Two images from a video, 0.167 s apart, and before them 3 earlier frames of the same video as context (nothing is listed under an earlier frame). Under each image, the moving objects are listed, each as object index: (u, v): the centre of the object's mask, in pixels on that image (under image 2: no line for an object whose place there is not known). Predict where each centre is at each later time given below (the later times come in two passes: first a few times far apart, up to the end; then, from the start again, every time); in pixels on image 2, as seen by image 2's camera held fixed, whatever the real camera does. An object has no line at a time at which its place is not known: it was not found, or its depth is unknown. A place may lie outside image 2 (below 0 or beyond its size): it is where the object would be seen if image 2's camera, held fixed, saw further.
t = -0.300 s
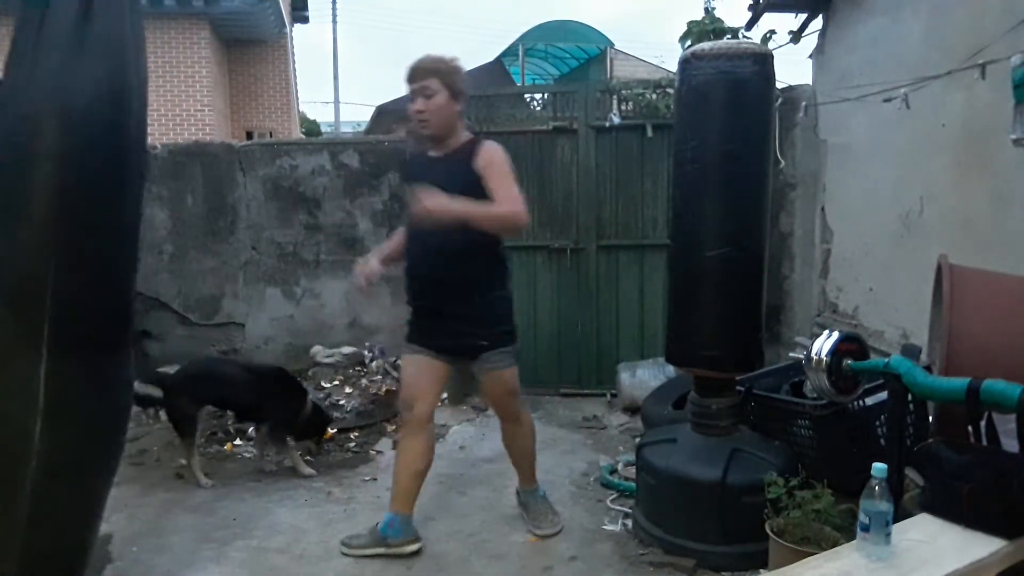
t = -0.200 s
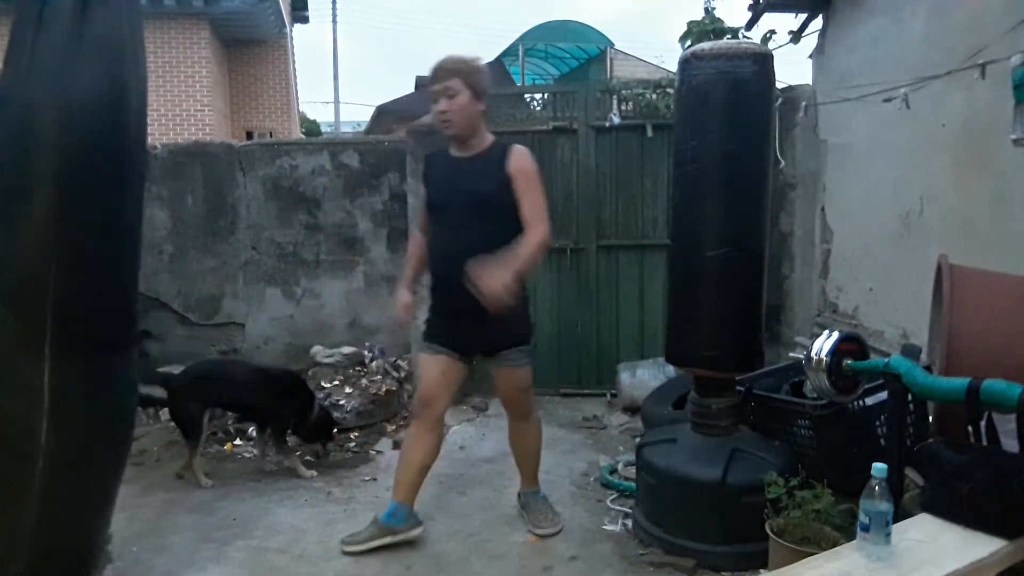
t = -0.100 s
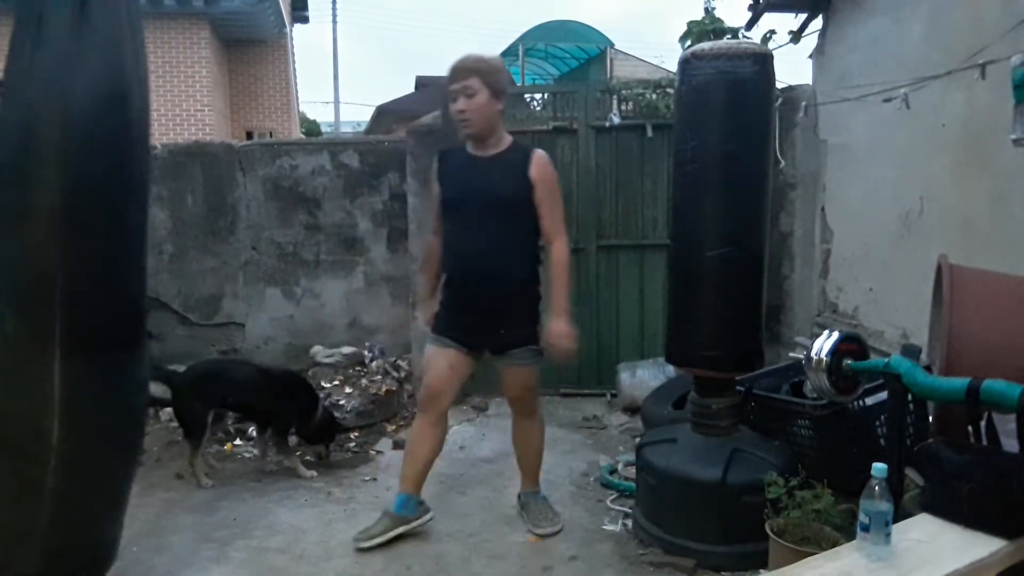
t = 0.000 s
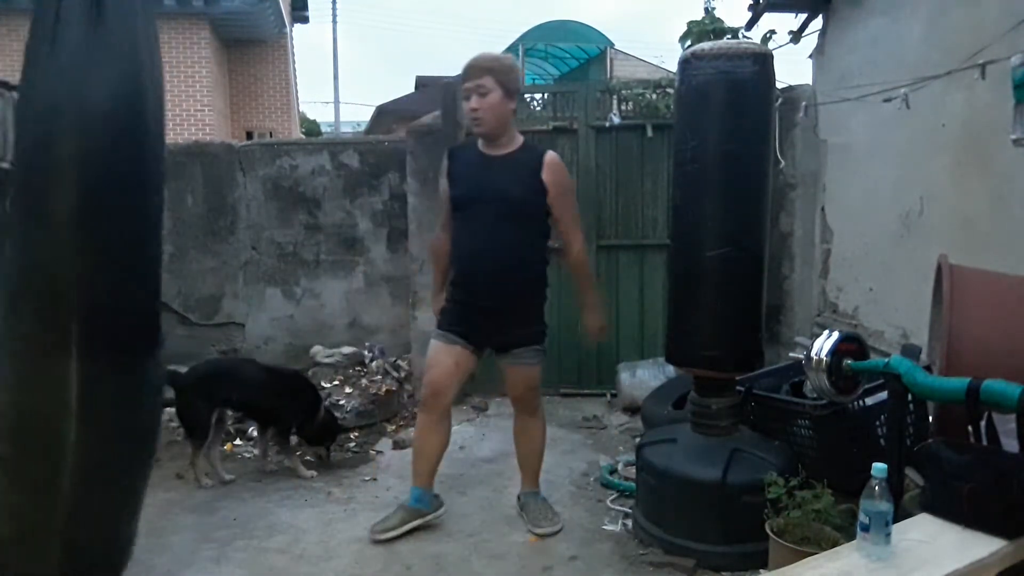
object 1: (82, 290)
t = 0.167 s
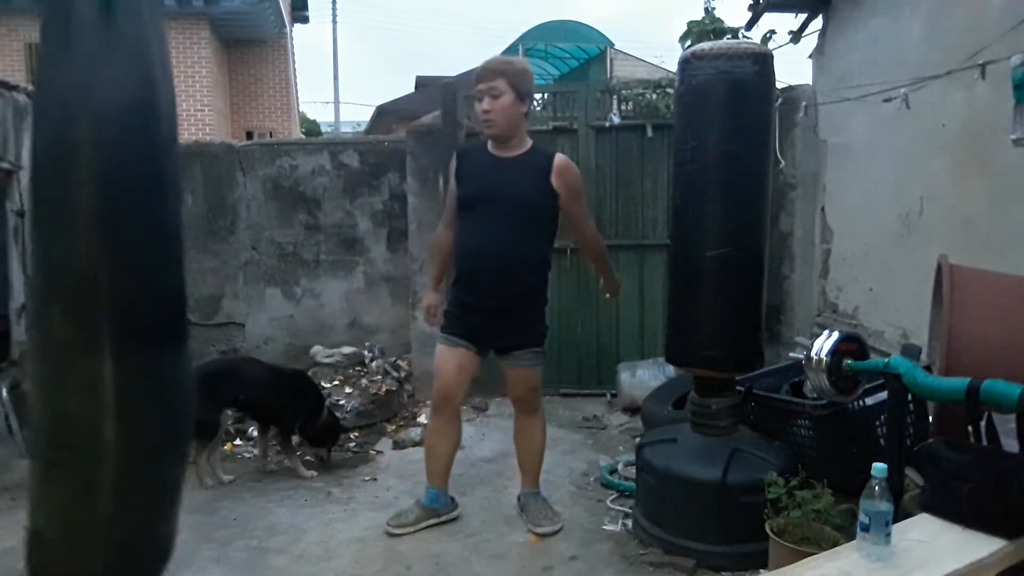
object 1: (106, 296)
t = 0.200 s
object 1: (111, 296)
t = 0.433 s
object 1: (155, 294)
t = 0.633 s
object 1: (188, 295)
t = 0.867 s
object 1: (212, 295)
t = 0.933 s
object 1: (212, 294)
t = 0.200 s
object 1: (111, 296)
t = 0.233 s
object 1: (121, 295)
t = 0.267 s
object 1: (127, 296)
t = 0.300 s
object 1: (132, 296)
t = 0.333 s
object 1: (138, 295)
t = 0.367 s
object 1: (143, 295)
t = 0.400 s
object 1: (150, 295)
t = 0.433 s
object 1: (155, 294)
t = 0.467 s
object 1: (162, 296)
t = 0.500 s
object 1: (169, 297)
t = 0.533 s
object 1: (175, 297)
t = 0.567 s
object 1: (180, 297)
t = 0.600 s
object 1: (184, 296)
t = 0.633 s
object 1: (188, 295)
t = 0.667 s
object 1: (192, 295)
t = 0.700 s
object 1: (196, 295)
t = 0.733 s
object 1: (200, 295)
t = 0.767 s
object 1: (205, 296)
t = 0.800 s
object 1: (207, 295)
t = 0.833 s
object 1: (209, 296)
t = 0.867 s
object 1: (212, 295)
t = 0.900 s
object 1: (213, 295)
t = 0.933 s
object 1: (212, 294)
